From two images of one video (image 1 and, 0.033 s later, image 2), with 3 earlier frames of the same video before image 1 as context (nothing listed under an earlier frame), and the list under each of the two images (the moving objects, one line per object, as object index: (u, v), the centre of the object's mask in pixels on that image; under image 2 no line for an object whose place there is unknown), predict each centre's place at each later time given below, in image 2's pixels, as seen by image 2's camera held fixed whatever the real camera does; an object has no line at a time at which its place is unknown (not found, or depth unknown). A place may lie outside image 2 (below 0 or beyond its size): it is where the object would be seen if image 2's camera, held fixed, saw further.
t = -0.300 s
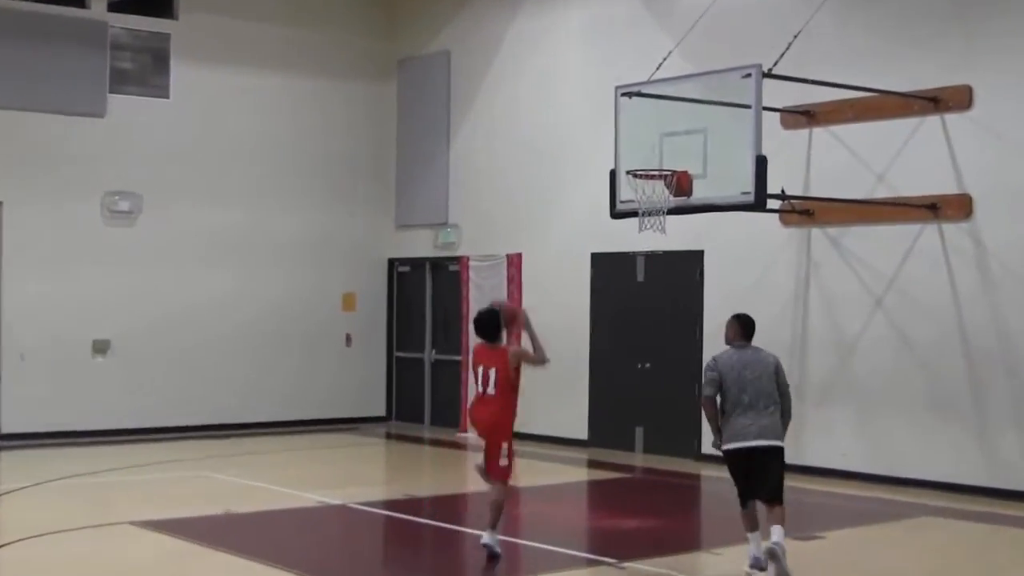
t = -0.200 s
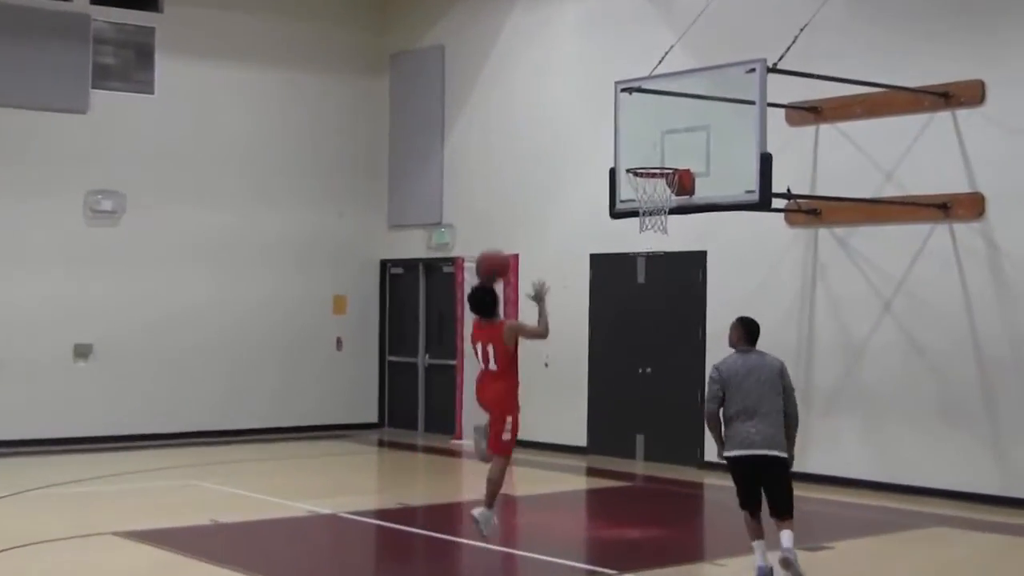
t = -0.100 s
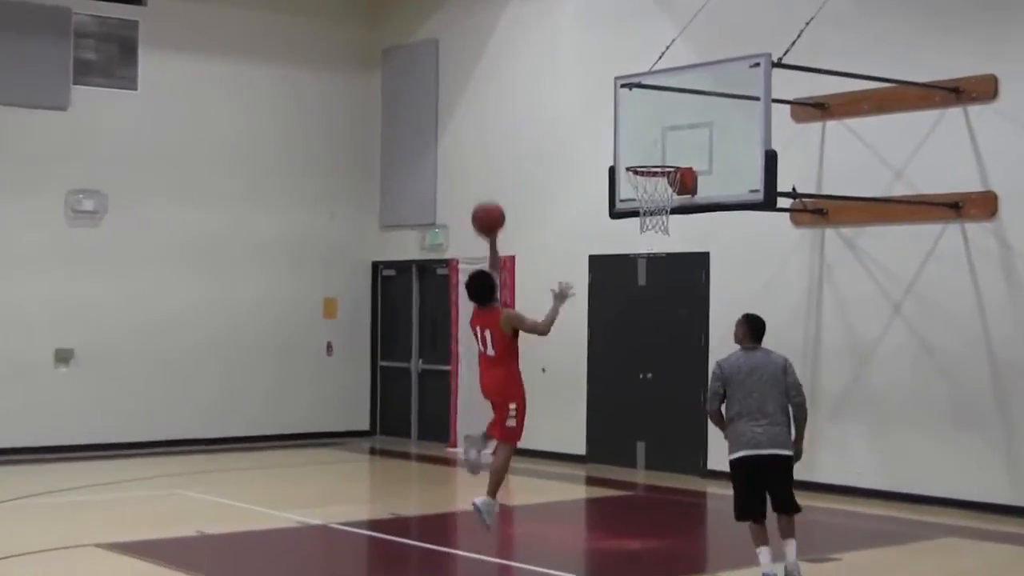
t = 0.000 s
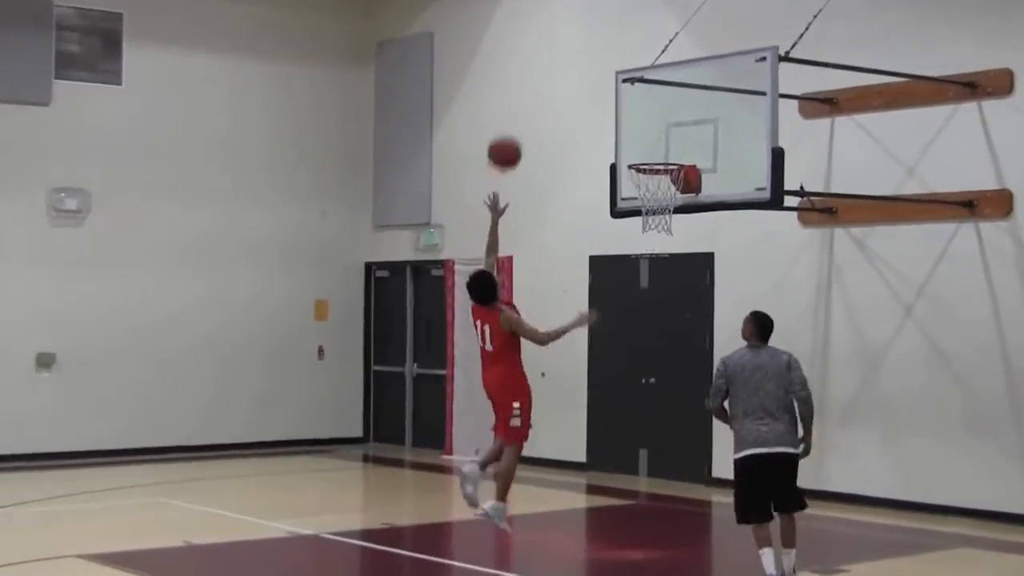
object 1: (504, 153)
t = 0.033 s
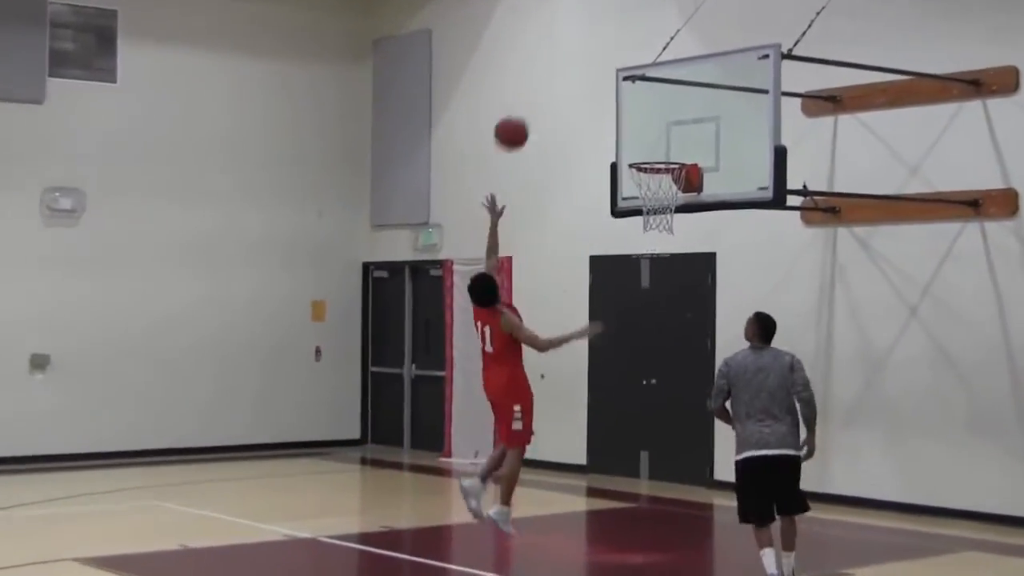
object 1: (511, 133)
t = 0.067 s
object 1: (518, 116)
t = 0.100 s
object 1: (526, 101)
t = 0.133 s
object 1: (532, 88)
